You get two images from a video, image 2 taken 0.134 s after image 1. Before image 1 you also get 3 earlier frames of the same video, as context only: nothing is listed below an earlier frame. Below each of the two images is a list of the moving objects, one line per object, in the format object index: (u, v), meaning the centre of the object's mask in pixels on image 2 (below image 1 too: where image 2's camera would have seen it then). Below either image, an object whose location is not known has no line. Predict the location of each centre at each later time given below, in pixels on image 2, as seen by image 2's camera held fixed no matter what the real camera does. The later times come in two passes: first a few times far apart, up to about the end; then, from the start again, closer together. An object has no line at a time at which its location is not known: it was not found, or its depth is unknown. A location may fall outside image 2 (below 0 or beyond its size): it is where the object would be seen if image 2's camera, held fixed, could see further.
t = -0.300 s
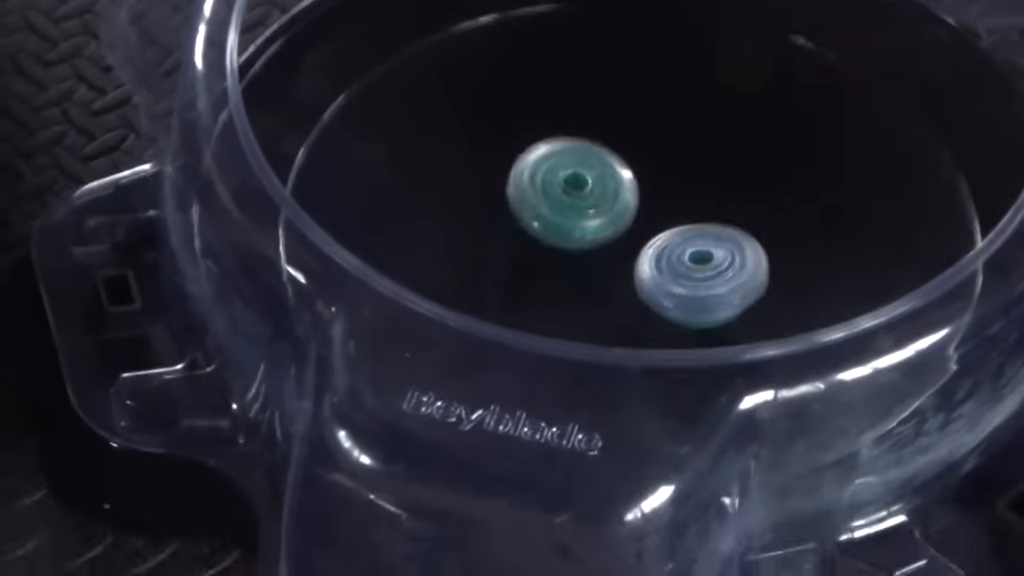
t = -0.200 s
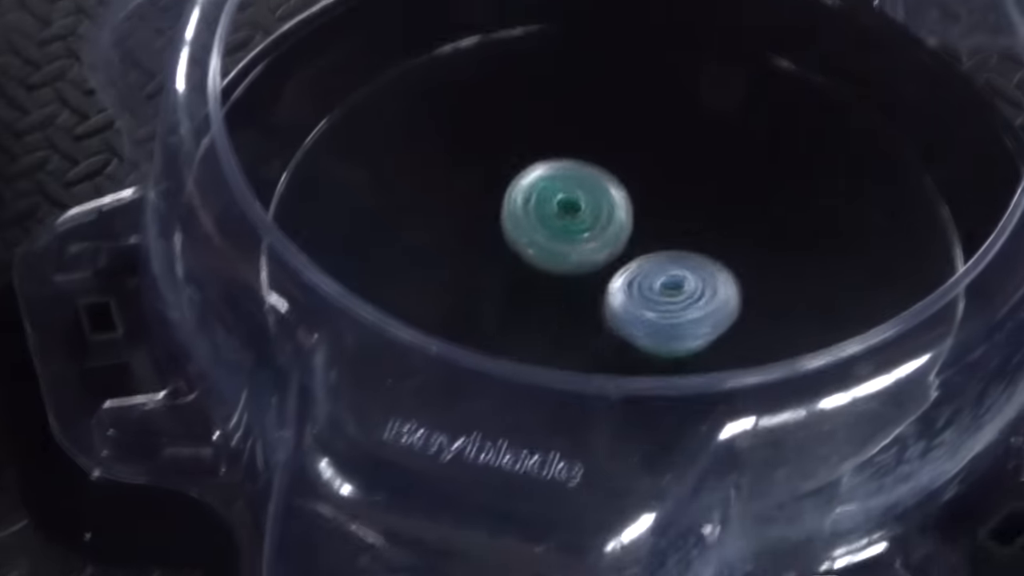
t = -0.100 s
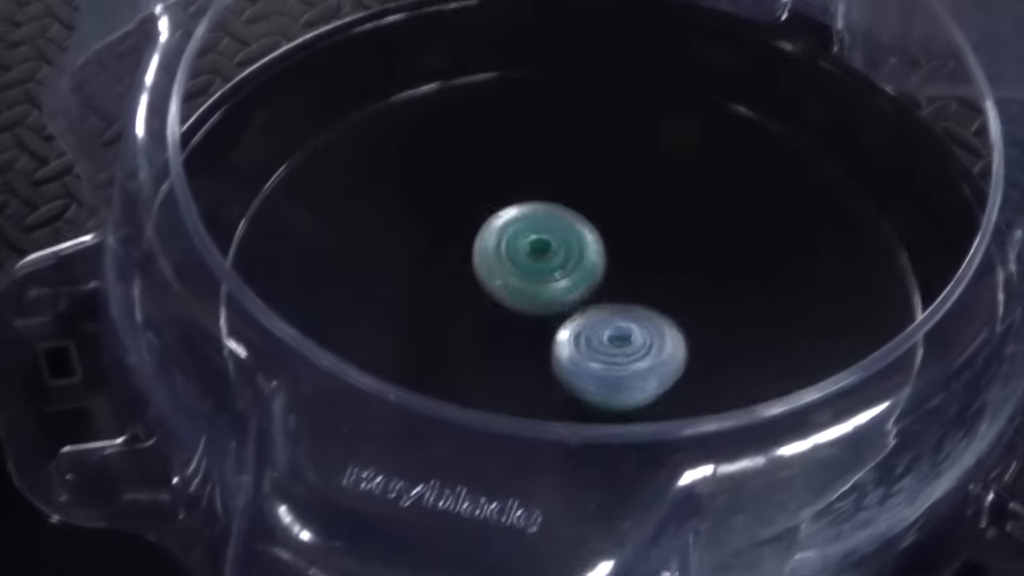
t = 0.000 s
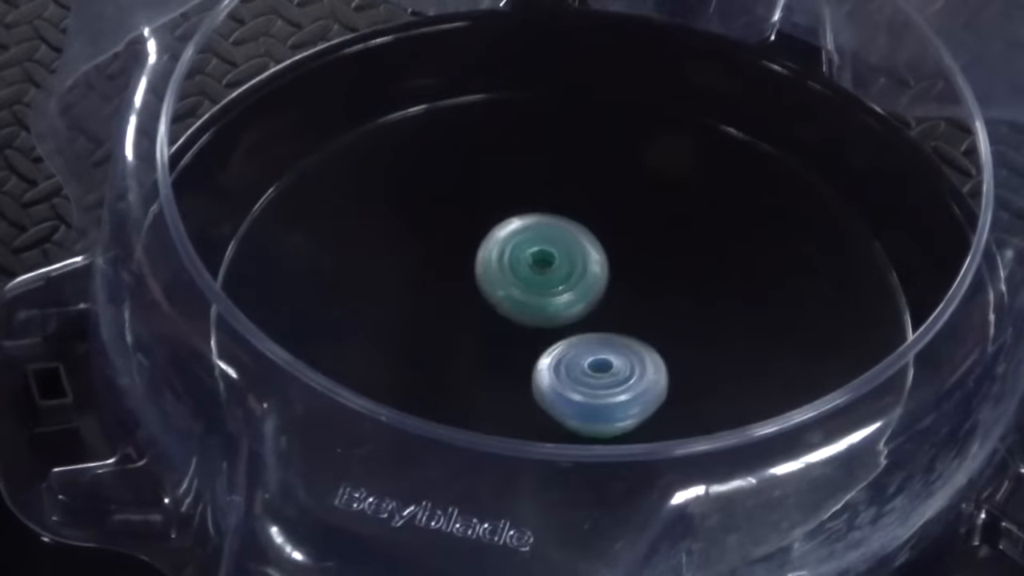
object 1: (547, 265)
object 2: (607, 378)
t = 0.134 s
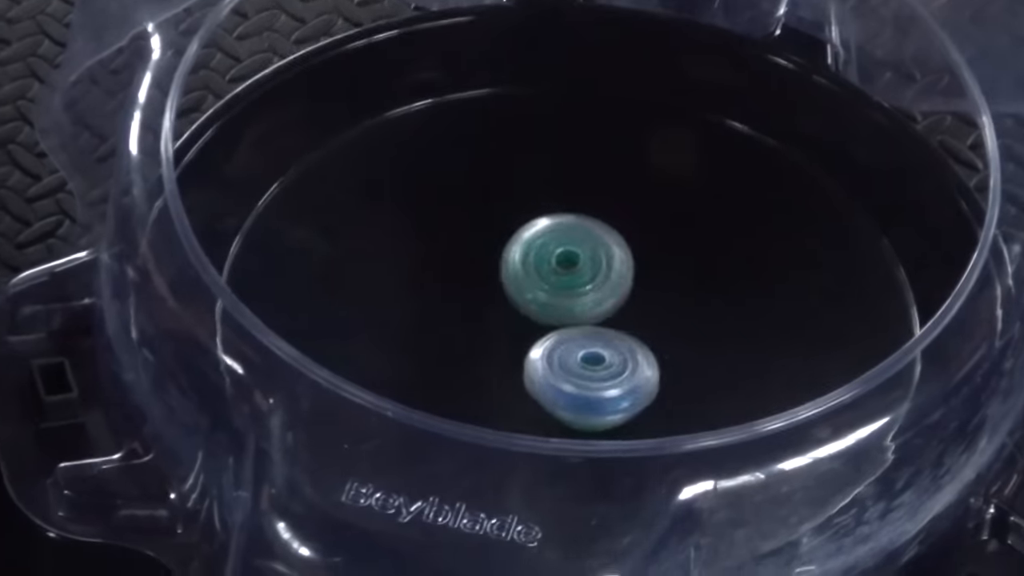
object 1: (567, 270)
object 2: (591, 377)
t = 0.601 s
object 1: (628, 293)
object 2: (532, 367)
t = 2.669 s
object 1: (485, 384)
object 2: (665, 254)
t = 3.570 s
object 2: (616, 279)
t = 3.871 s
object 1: (587, 374)
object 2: (592, 277)
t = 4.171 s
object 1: (604, 357)
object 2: (580, 251)
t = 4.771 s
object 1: (622, 347)
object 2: (537, 266)
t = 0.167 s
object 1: (572, 272)
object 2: (587, 375)
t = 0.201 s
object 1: (578, 272)
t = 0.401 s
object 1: (606, 280)
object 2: (560, 373)
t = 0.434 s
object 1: (611, 282)
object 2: (554, 372)
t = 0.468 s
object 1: (616, 284)
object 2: (549, 370)
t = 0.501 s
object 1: (620, 286)
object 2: (542, 370)
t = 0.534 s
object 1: (623, 288)
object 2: (540, 370)
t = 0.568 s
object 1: (626, 290)
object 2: (535, 369)
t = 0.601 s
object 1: (628, 293)
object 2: (532, 367)
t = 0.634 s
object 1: (630, 296)
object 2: (529, 365)
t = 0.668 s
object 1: (631, 299)
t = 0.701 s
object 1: (632, 302)
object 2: (525, 360)
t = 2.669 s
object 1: (485, 384)
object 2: (665, 254)
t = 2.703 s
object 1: (490, 380)
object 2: (666, 257)
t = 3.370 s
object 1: (586, 386)
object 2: (619, 267)
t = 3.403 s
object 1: (589, 387)
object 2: (620, 268)
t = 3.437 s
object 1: (589, 389)
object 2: (622, 271)
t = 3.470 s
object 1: (588, 391)
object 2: (621, 273)
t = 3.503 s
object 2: (619, 275)
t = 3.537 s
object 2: (618, 277)
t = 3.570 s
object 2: (616, 279)
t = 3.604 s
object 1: (587, 390)
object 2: (614, 280)
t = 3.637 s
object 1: (586, 389)
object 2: (610, 281)
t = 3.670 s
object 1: (586, 387)
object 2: (608, 282)
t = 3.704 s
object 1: (585, 385)
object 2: (604, 283)
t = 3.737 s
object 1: (584, 382)
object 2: (601, 283)
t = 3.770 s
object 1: (584, 380)
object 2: (598, 282)
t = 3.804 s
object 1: (586, 378)
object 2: (594, 281)
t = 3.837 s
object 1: (588, 375)
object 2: (592, 279)
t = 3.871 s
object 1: (587, 374)
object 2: (592, 277)
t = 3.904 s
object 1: (585, 373)
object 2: (592, 270)
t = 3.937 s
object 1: (588, 369)
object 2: (589, 264)
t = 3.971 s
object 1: (592, 368)
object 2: (588, 260)
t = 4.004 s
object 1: (591, 367)
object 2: (588, 256)
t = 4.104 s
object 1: (599, 361)
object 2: (586, 253)
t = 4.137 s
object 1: (600, 359)
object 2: (584, 251)
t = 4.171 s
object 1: (604, 357)
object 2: (580, 251)
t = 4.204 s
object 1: (607, 356)
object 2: (581, 249)
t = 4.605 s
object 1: (626, 350)
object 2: (555, 268)
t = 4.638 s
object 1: (624, 351)
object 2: (549, 268)
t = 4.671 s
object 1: (623, 350)
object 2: (544, 269)
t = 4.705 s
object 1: (625, 348)
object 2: (541, 268)
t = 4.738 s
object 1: (624, 348)
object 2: (538, 268)
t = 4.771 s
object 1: (622, 347)
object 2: (537, 266)
